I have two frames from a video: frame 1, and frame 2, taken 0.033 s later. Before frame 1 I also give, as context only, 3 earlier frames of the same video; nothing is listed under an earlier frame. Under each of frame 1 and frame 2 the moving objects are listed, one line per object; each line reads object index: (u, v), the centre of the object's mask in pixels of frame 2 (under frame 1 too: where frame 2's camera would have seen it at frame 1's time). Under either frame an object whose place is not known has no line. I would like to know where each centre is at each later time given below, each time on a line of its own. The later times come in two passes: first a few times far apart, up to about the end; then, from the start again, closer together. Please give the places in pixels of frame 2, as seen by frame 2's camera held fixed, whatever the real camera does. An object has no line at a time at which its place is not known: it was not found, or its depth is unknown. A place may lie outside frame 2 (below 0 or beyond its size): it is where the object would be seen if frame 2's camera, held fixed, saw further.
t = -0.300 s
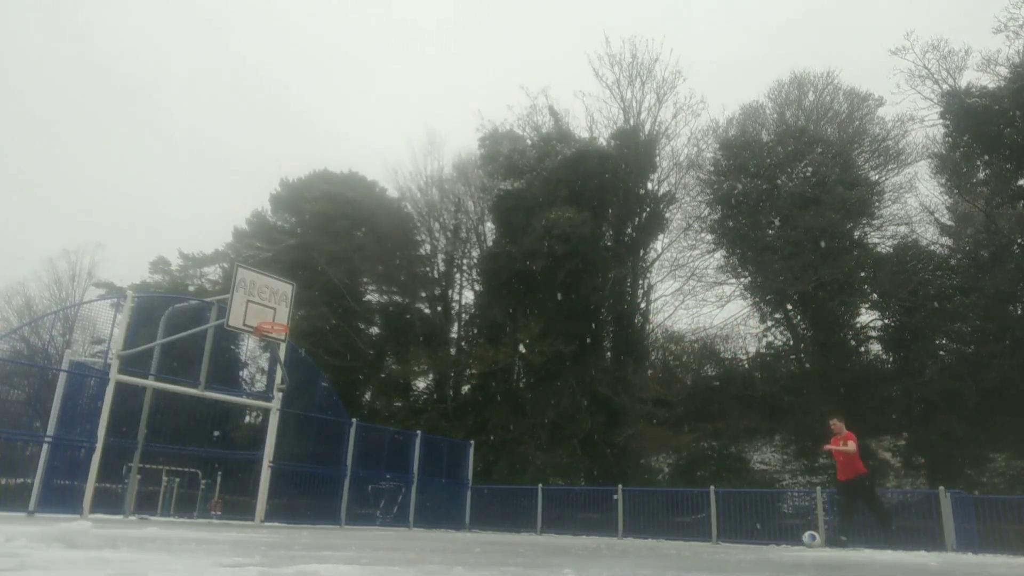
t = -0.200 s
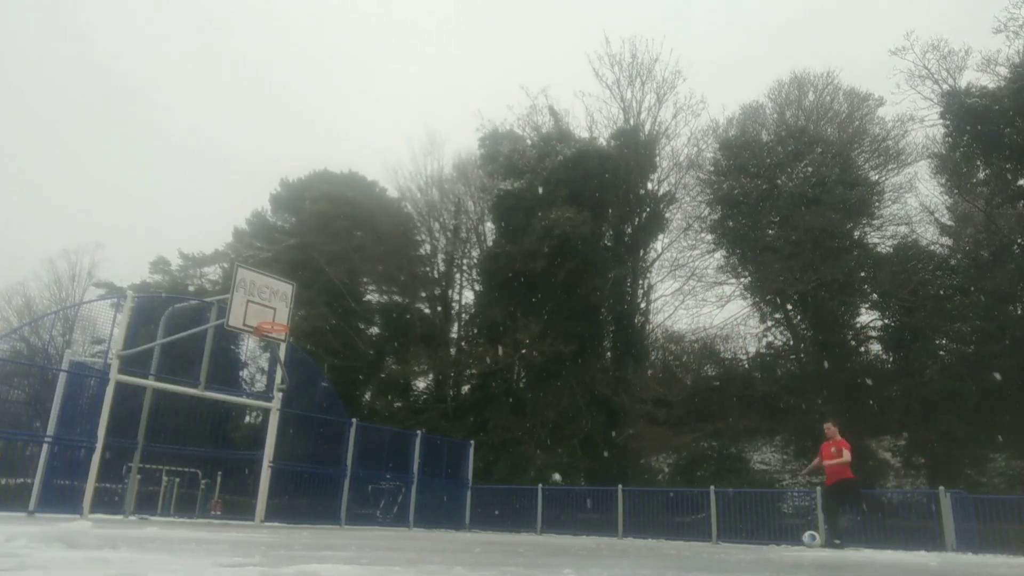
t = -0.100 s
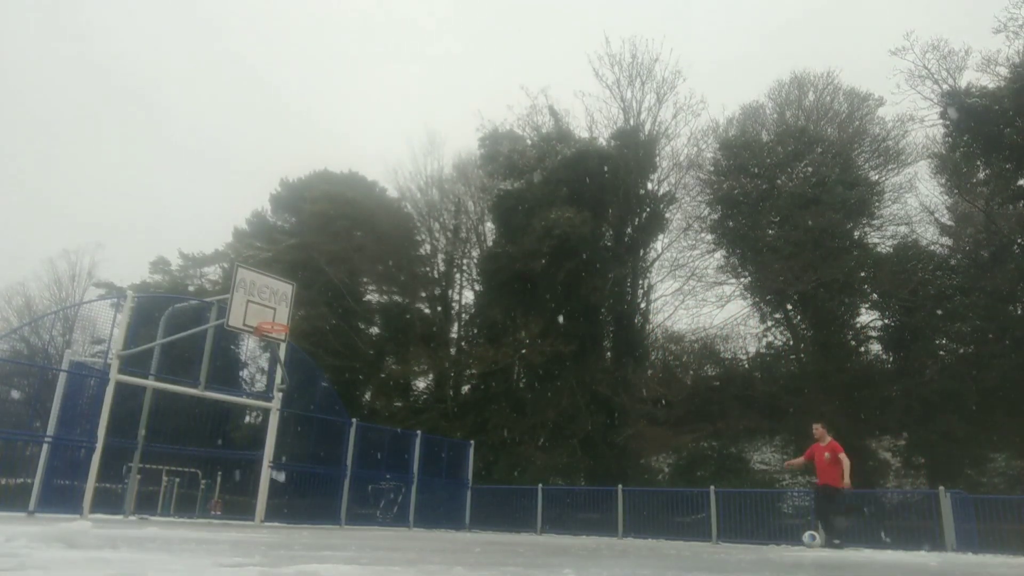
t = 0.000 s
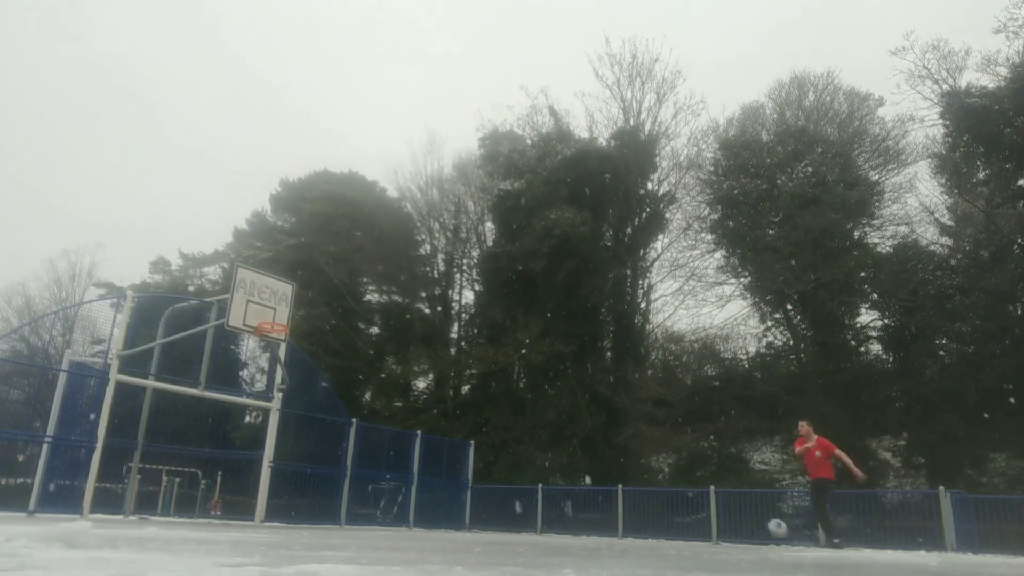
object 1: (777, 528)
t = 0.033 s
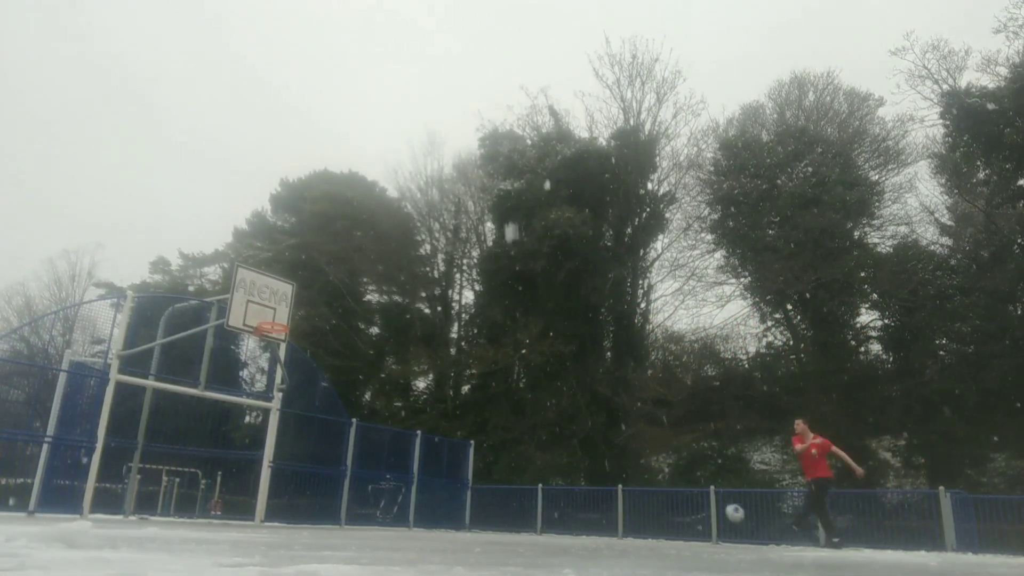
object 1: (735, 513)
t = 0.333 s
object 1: (428, 440)
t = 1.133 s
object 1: (263, 517)
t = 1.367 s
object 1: (346, 497)
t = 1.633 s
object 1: (434, 520)
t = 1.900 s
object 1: (513, 519)
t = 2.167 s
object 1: (585, 523)
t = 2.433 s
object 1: (651, 532)
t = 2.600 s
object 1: (694, 535)
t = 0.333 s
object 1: (428, 440)
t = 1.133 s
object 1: (263, 517)
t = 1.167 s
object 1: (275, 512)
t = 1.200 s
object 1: (287, 507)
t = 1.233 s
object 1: (299, 504)
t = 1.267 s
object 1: (311, 501)
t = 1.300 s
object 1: (323, 499)
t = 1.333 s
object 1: (334, 498)
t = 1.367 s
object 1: (346, 497)
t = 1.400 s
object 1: (357, 498)
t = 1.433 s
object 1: (368, 499)
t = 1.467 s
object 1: (379, 500)
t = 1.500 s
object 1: (390, 504)
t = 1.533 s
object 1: (402, 506)
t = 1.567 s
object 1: (413, 510)
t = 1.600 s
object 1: (423, 515)
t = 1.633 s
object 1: (434, 520)
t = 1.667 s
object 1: (445, 524)
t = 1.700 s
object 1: (455, 522)
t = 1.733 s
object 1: (465, 519)
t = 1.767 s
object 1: (475, 518)
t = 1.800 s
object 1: (484, 517)
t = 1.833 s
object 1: (494, 516)
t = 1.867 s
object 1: (504, 517)
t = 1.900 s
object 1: (513, 519)
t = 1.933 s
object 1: (523, 521)
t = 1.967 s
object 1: (533, 524)
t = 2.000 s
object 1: (543, 528)
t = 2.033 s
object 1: (551, 527)
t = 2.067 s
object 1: (560, 525)
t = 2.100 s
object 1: (567, 524)
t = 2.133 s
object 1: (576, 523)
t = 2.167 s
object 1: (585, 523)
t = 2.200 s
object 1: (593, 524)
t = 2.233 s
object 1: (601, 526)
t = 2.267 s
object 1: (609, 529)
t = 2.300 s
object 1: (618, 531)
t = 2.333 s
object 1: (626, 531)
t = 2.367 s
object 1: (635, 530)
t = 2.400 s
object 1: (643, 531)
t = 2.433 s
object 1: (651, 532)
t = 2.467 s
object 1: (660, 533)
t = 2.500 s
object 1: (668, 534)
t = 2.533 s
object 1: (677, 534)
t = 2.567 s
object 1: (686, 535)
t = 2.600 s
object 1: (694, 535)
